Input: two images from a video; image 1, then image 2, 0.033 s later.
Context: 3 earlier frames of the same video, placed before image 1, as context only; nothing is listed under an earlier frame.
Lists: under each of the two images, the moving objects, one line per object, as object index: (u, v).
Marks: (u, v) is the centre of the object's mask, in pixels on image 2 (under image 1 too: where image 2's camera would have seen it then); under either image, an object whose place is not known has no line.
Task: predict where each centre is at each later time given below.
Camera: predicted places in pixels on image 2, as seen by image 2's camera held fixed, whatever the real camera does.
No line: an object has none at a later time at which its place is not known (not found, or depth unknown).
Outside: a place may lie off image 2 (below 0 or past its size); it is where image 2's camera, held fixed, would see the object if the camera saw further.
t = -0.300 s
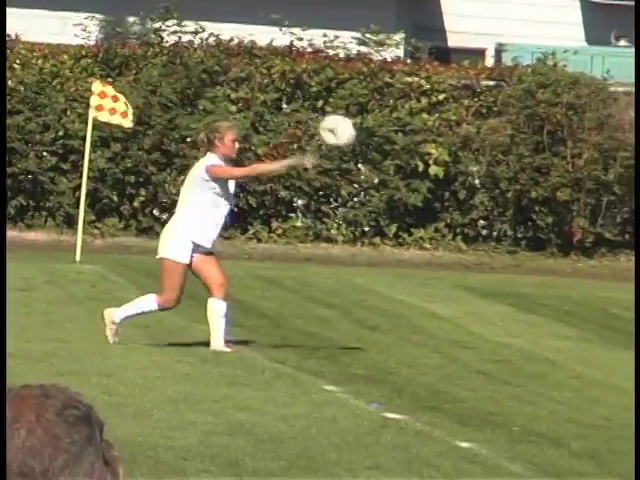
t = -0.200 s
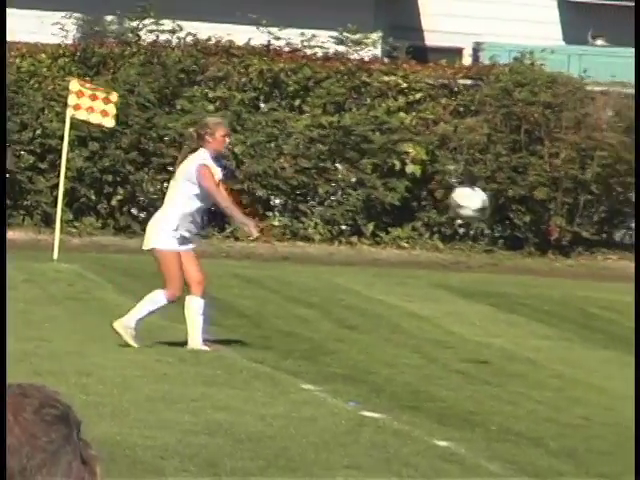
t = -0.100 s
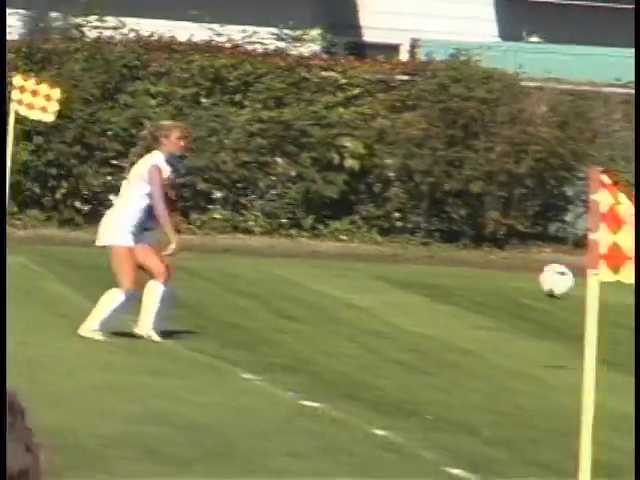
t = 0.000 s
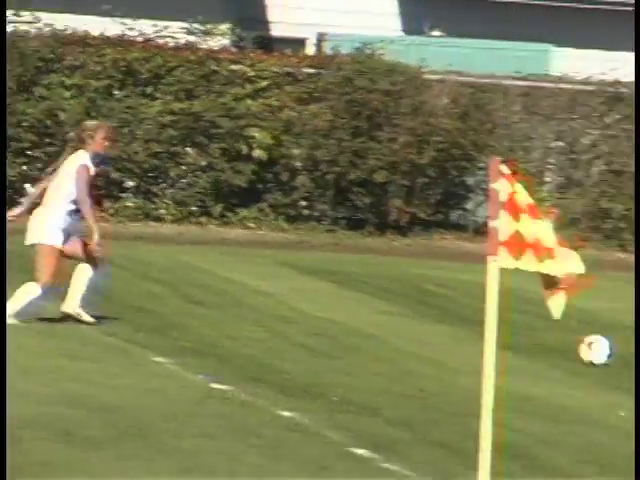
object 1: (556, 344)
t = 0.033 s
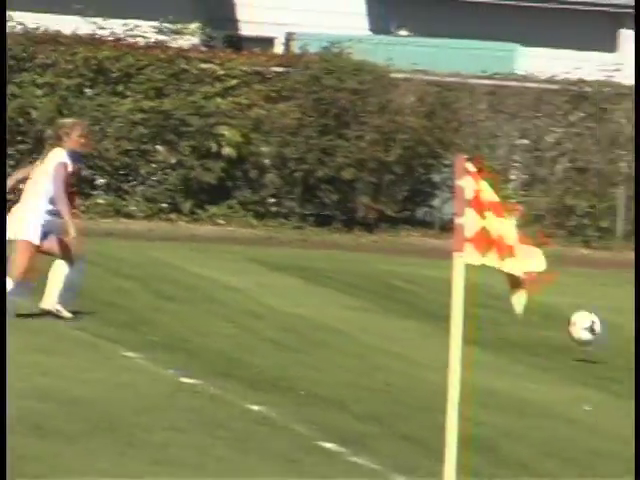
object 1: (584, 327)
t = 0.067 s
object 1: (609, 309)
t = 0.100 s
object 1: (635, 294)
